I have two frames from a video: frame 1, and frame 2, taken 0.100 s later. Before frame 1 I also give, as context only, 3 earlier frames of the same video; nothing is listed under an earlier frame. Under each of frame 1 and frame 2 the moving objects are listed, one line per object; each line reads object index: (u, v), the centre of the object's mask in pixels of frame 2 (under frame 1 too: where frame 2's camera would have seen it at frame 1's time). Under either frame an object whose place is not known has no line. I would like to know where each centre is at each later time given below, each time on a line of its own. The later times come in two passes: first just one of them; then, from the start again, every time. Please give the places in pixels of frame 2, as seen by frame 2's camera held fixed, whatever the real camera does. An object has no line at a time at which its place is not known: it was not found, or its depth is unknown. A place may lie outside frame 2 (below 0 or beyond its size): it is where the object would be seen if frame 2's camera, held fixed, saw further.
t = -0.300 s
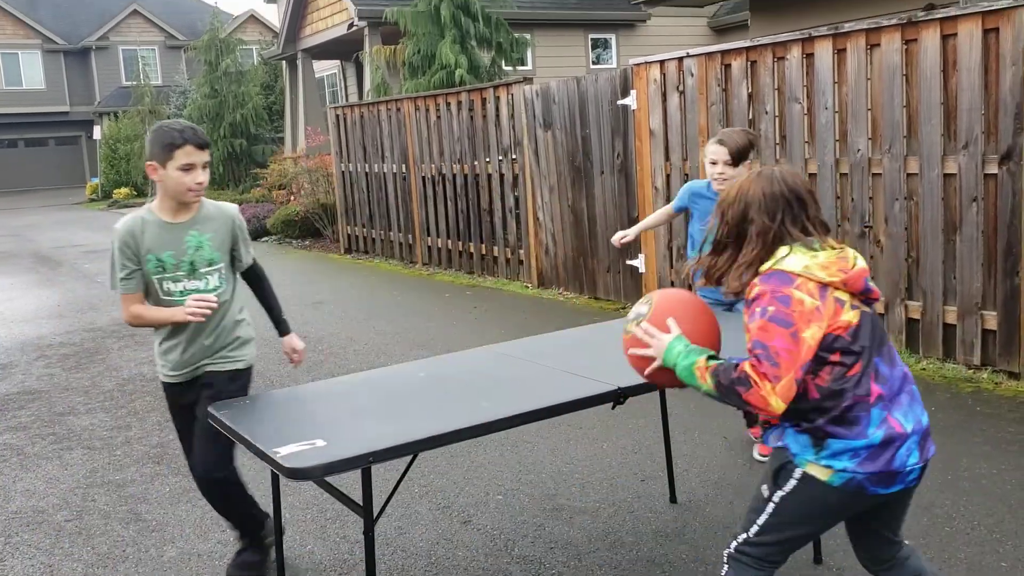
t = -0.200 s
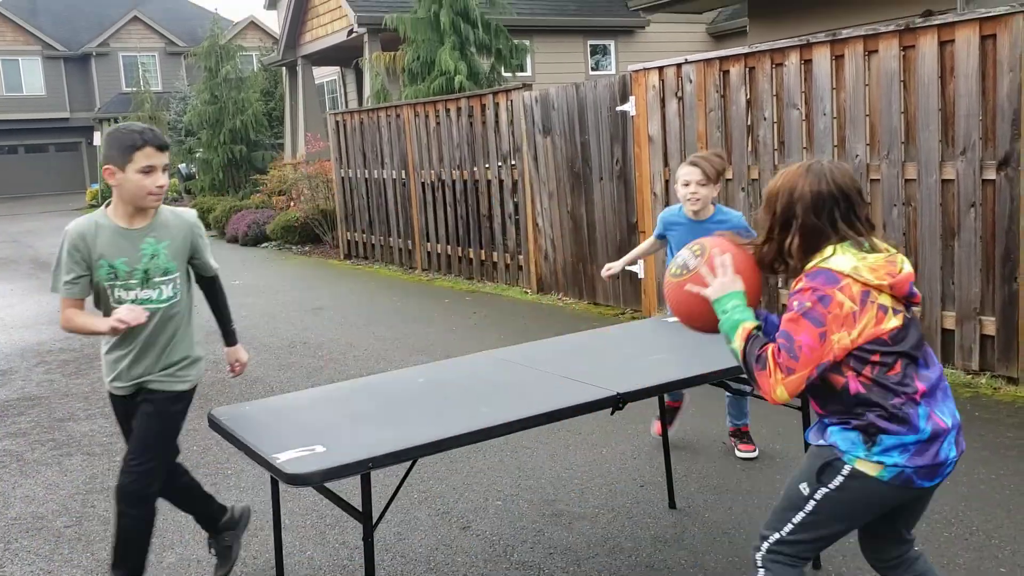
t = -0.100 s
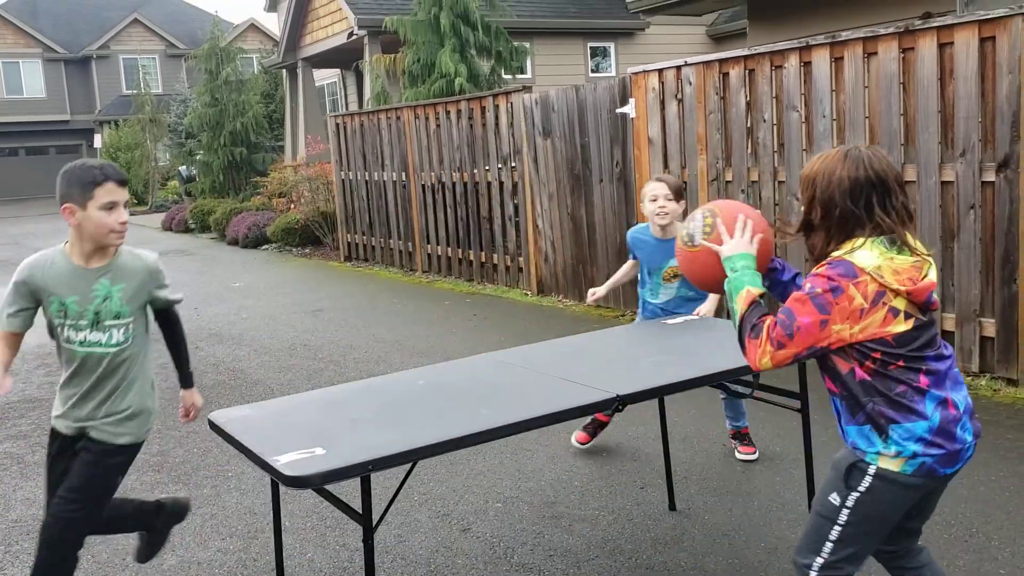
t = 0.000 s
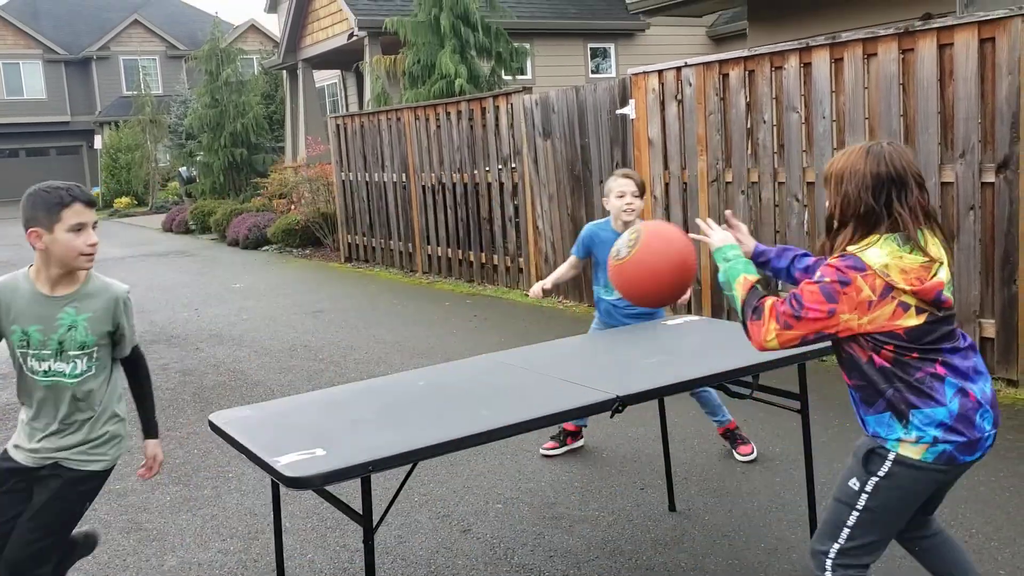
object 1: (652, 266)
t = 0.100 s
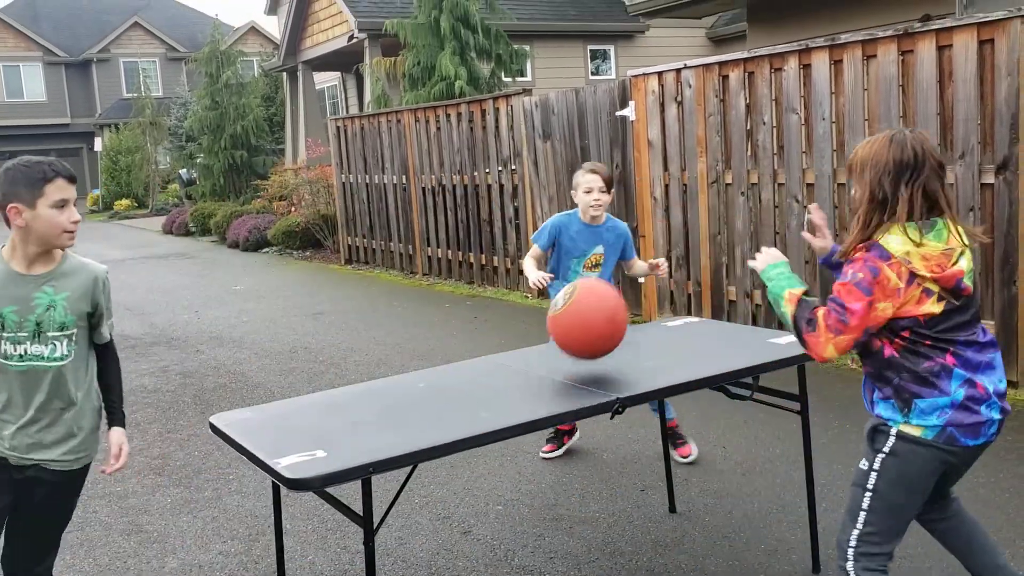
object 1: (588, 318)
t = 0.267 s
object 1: (510, 291)
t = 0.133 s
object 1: (570, 338)
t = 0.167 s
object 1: (555, 322)
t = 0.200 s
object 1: (539, 307)
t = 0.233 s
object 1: (524, 297)
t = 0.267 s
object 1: (510, 291)
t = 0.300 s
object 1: (497, 289)
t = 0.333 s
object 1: (485, 290)
